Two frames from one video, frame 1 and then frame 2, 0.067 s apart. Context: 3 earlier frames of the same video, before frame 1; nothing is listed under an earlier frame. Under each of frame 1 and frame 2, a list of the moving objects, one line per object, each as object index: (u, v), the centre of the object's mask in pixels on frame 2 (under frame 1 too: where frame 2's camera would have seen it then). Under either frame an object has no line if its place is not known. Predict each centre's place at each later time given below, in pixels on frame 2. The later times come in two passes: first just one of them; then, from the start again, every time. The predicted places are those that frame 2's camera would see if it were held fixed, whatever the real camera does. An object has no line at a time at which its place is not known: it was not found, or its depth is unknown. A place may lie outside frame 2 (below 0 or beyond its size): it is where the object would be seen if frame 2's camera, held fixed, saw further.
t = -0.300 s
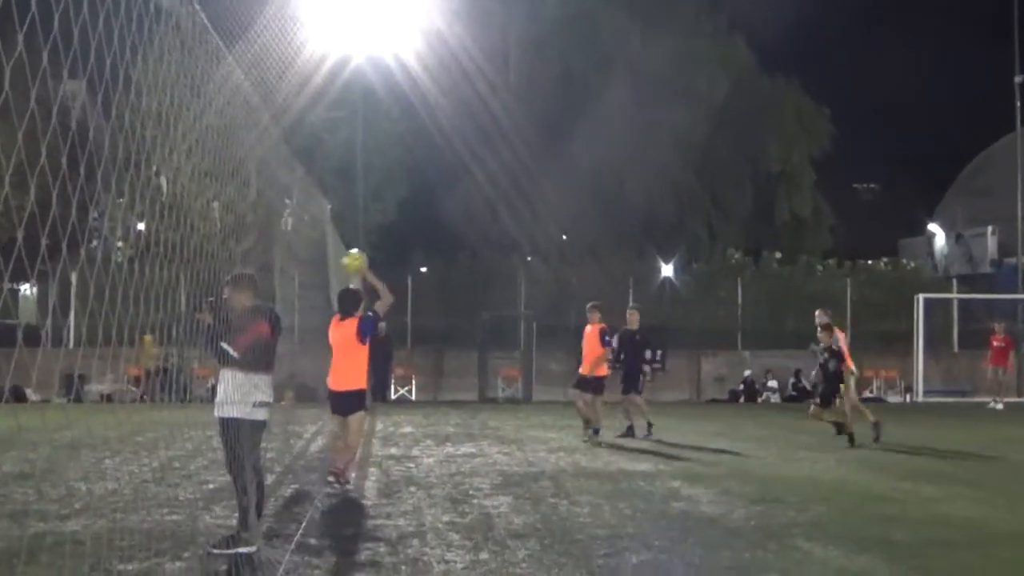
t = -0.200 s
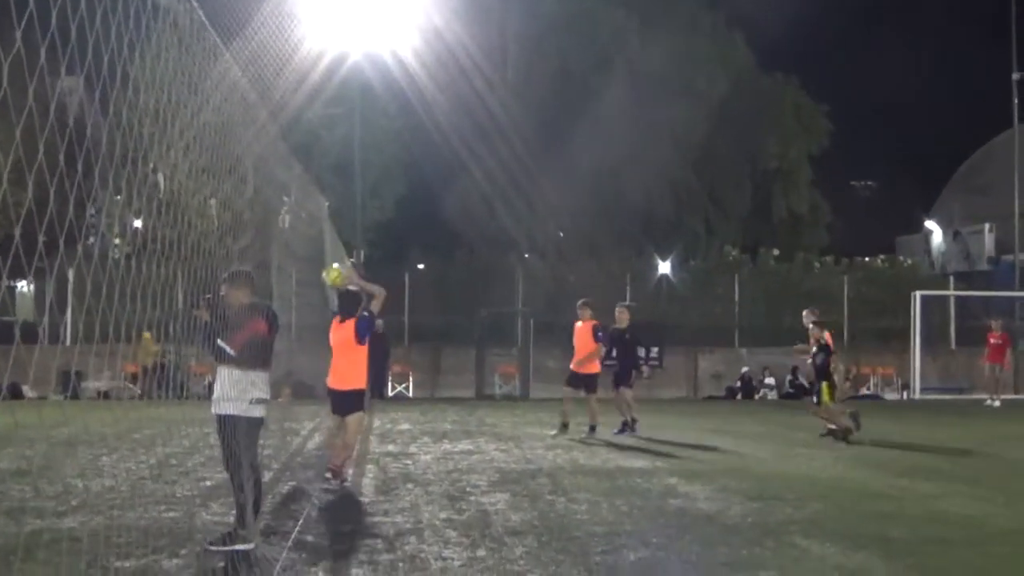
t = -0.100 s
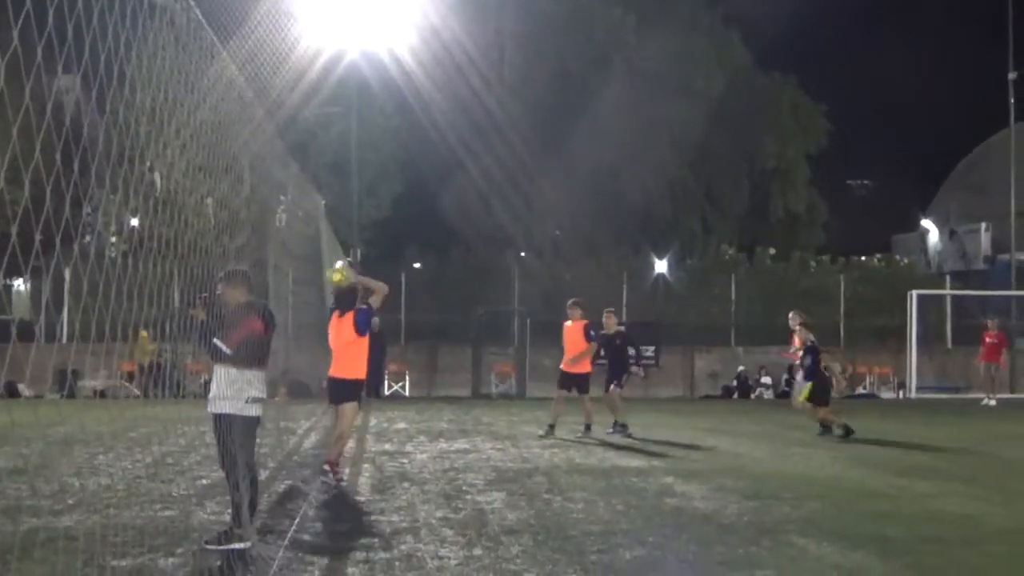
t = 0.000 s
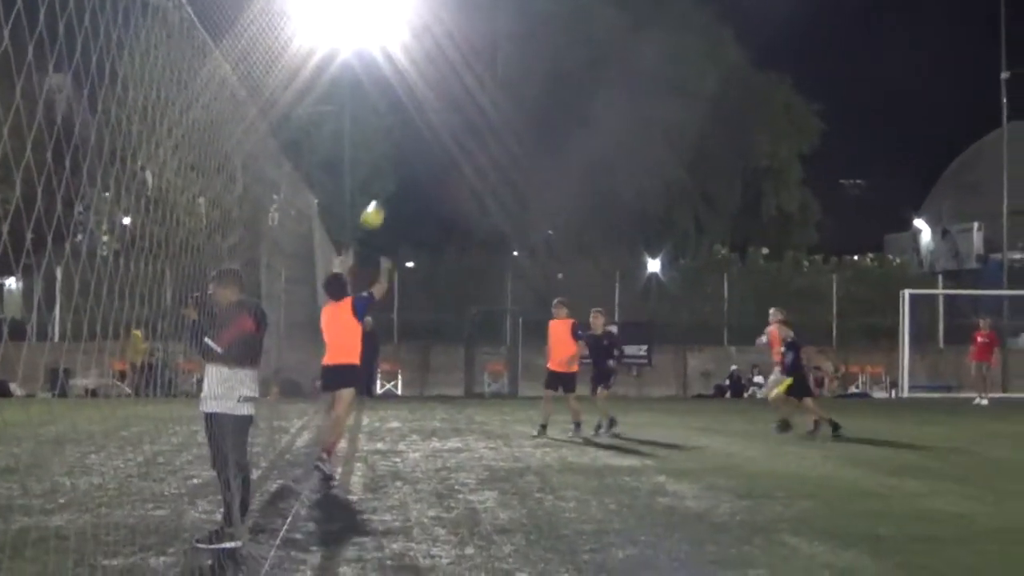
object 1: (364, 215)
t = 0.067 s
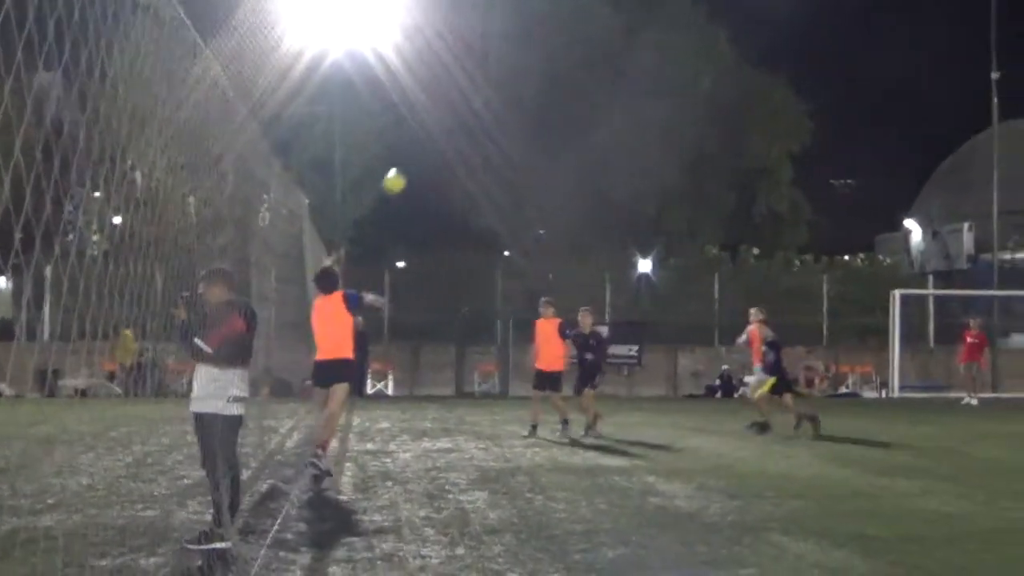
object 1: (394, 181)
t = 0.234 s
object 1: (450, 127)
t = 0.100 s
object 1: (407, 166)
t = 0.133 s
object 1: (420, 154)
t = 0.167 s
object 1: (431, 144)
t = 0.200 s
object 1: (441, 135)
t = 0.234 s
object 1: (450, 127)
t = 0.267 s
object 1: (461, 121)
